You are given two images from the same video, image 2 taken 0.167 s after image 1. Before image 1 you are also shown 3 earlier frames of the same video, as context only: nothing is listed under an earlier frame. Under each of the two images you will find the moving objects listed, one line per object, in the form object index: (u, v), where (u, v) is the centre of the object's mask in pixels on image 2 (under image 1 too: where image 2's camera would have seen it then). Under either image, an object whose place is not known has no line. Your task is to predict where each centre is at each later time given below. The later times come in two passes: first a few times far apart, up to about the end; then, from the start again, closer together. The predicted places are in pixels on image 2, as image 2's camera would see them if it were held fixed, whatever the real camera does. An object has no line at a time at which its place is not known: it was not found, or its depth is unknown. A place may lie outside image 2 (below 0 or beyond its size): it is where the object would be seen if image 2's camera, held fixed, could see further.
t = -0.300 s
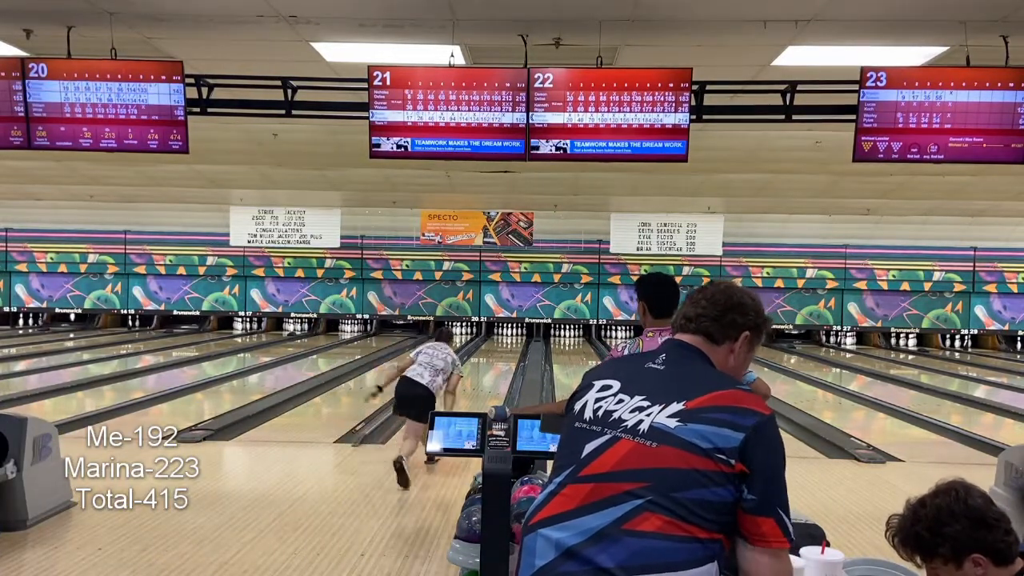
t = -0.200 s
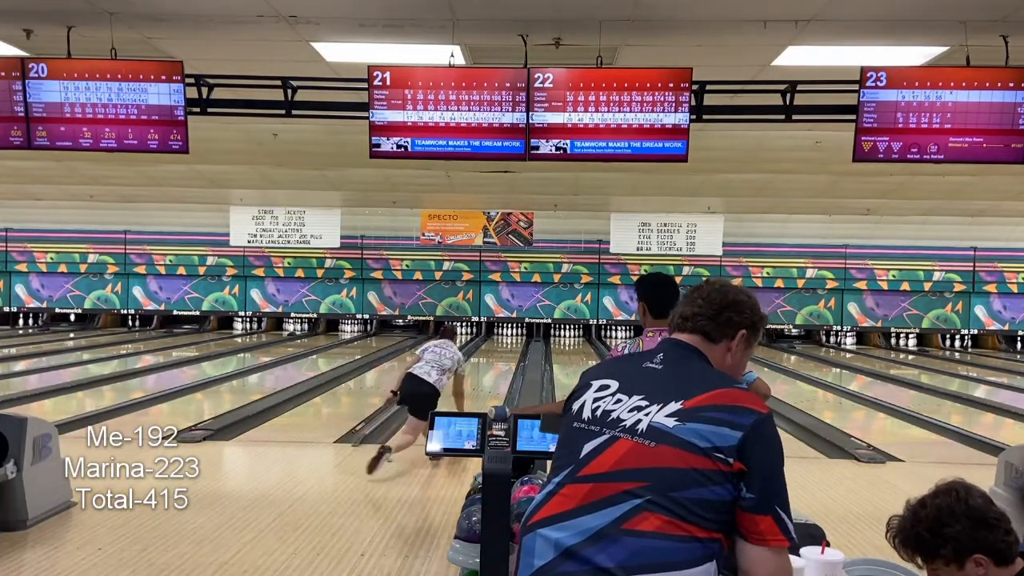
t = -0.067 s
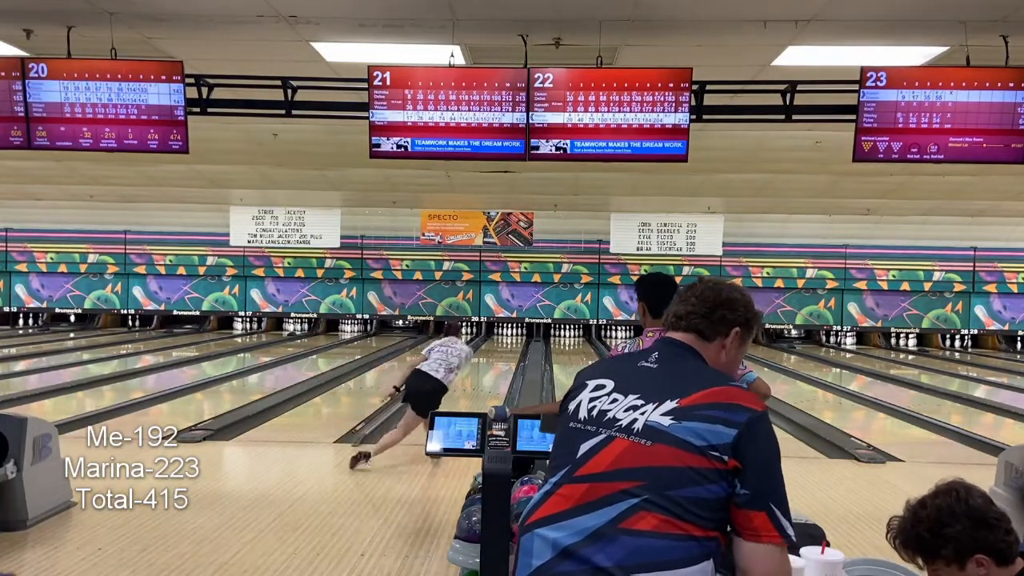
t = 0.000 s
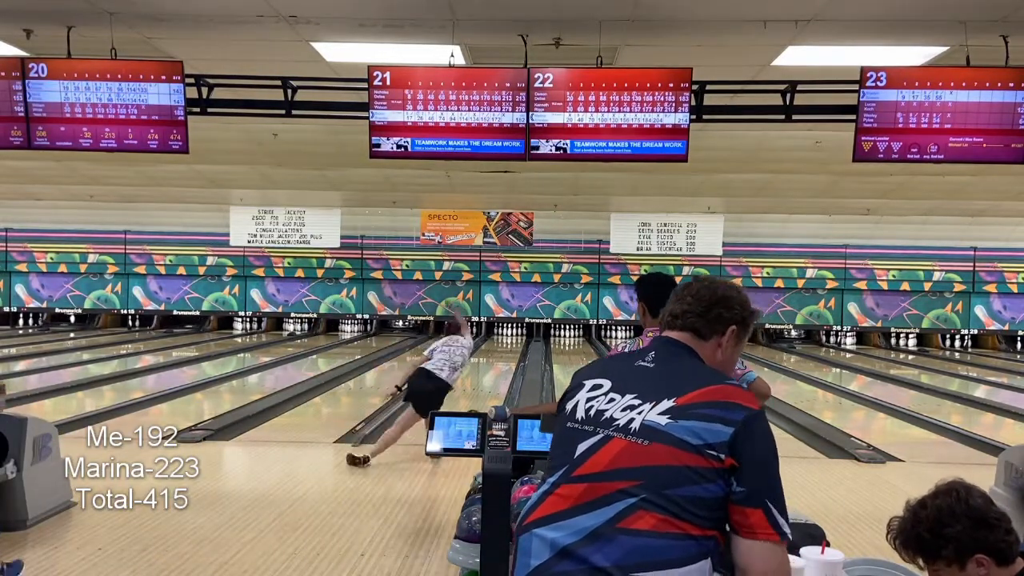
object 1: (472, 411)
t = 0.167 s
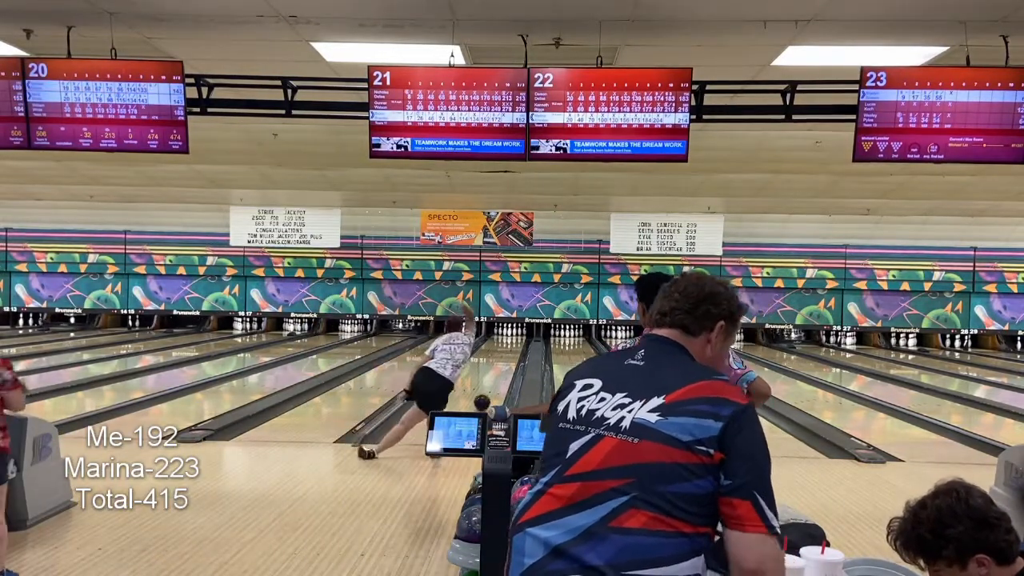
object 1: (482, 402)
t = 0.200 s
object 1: (483, 400)
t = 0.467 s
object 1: (493, 381)
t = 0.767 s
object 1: (501, 366)
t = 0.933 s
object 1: (504, 360)
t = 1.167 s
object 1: (507, 352)
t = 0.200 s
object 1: (483, 400)
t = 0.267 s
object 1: (486, 394)
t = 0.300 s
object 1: (488, 392)
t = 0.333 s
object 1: (489, 389)
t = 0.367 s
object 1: (490, 387)
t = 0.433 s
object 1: (492, 383)
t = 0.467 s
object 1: (493, 381)
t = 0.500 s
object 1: (494, 379)
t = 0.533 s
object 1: (495, 377)
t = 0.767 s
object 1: (501, 366)
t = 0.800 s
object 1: (502, 365)
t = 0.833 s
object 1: (503, 363)
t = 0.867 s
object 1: (503, 362)
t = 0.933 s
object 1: (504, 360)
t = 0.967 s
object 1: (505, 358)
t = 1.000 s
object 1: (505, 357)
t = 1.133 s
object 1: (507, 353)
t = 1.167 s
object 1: (507, 352)
